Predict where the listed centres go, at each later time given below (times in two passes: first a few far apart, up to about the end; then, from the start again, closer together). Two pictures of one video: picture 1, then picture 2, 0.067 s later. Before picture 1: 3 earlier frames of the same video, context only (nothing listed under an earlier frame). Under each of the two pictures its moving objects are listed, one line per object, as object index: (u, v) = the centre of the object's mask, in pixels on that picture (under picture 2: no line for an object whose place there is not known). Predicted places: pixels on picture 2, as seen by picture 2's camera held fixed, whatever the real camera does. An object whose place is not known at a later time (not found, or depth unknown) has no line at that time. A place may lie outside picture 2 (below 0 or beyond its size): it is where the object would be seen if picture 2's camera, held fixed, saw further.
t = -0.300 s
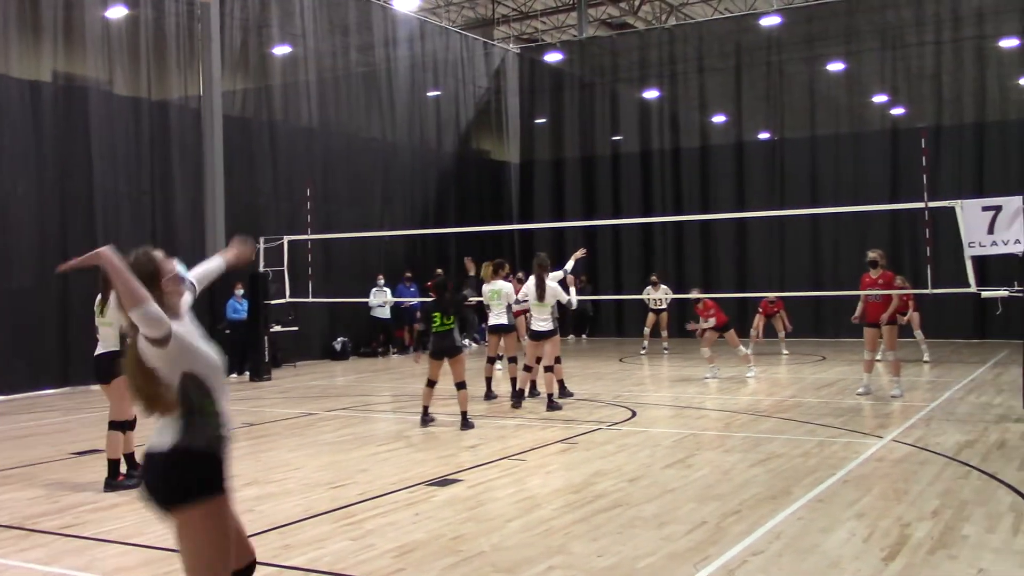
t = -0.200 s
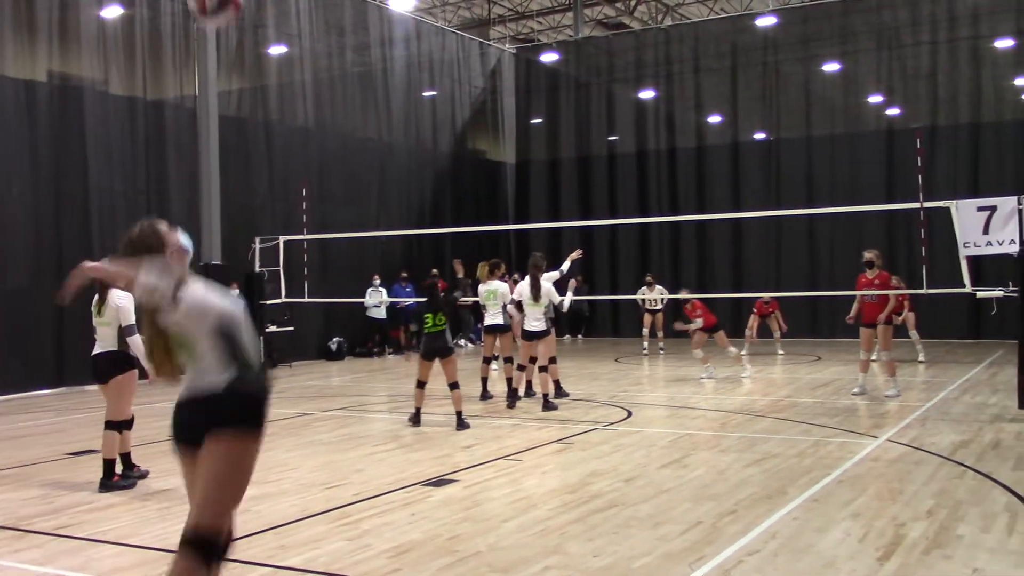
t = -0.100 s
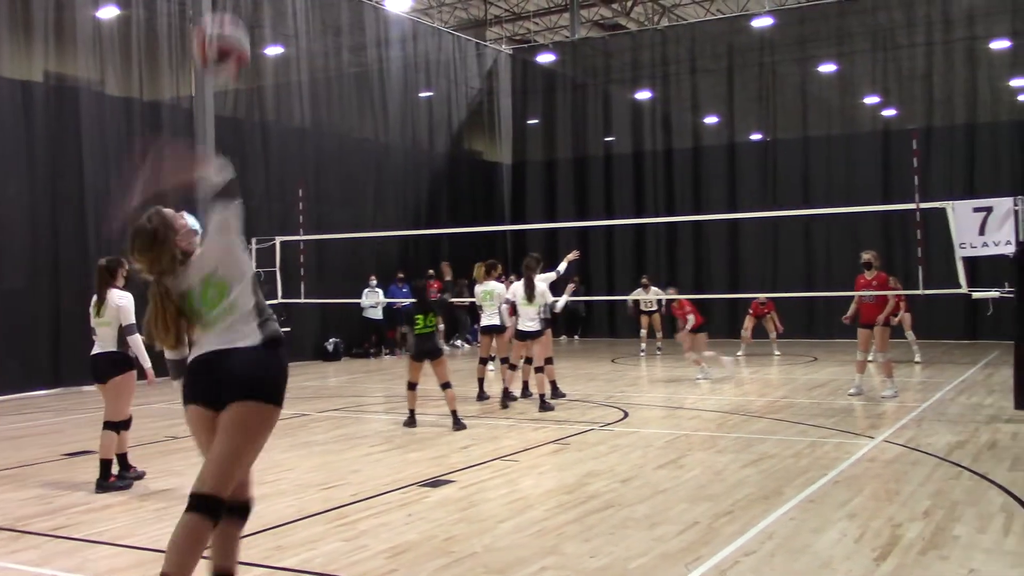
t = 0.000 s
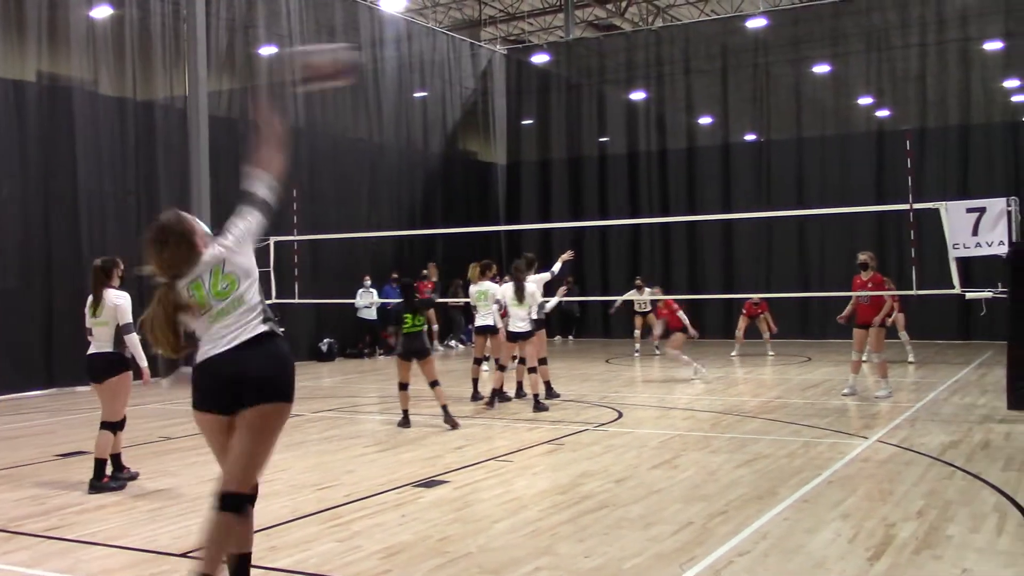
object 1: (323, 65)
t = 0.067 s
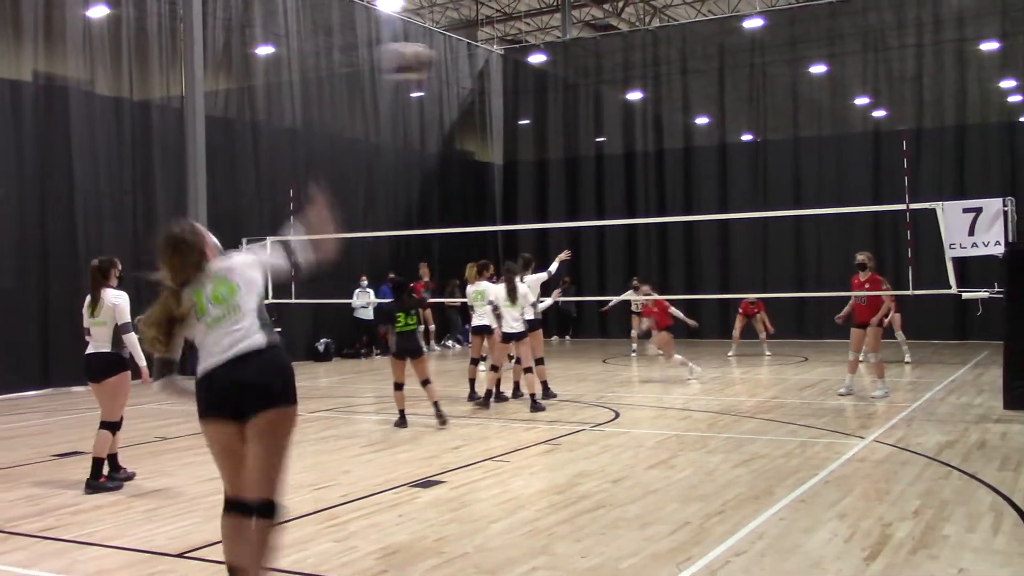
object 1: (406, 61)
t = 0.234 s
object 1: (526, 90)
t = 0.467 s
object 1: (610, 158)
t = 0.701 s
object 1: (659, 234)
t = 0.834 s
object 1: (679, 276)
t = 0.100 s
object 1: (438, 63)
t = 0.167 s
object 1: (490, 73)
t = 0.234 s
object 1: (526, 90)
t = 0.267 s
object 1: (542, 99)
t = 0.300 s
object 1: (556, 108)
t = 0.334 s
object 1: (569, 118)
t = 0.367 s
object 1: (580, 128)
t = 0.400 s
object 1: (591, 139)
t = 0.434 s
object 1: (601, 148)
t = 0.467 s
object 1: (610, 158)
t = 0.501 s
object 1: (619, 169)
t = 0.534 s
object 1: (626, 180)
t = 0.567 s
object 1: (634, 191)
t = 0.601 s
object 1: (640, 202)
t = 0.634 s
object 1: (646, 209)
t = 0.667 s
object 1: (653, 223)
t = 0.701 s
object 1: (659, 234)
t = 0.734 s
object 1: (664, 244)
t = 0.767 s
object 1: (670, 255)
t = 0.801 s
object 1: (675, 265)
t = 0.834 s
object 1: (679, 276)
